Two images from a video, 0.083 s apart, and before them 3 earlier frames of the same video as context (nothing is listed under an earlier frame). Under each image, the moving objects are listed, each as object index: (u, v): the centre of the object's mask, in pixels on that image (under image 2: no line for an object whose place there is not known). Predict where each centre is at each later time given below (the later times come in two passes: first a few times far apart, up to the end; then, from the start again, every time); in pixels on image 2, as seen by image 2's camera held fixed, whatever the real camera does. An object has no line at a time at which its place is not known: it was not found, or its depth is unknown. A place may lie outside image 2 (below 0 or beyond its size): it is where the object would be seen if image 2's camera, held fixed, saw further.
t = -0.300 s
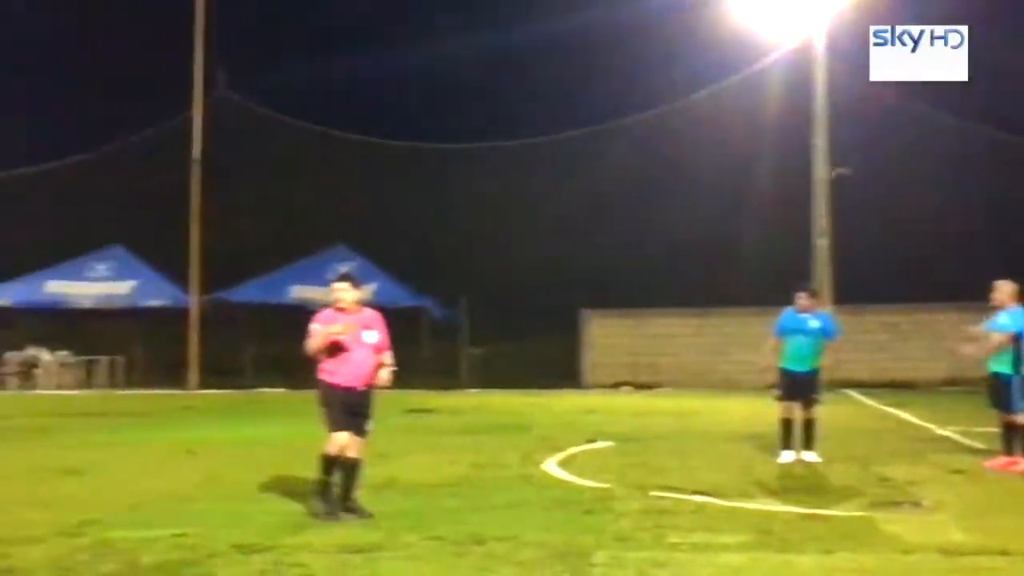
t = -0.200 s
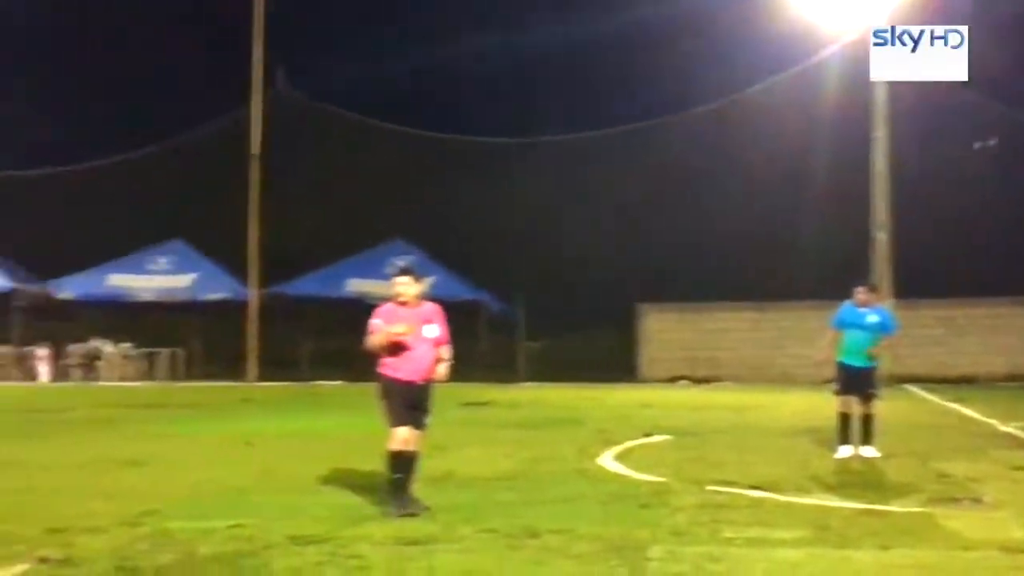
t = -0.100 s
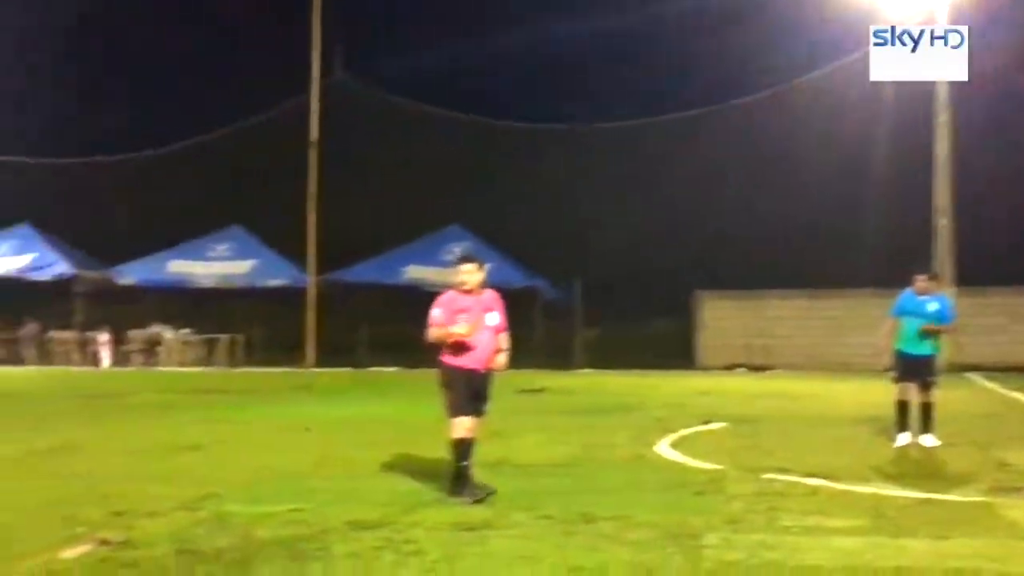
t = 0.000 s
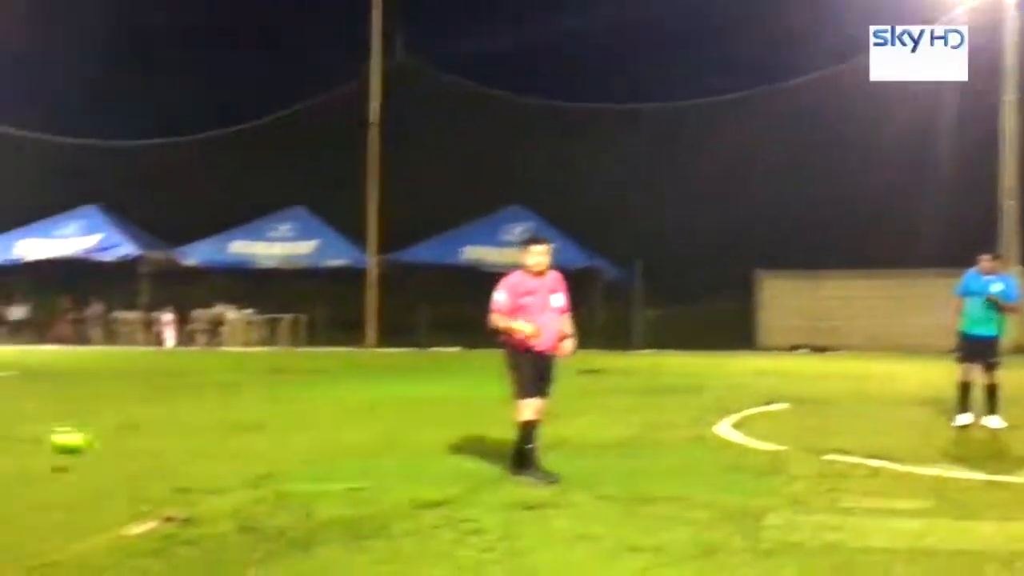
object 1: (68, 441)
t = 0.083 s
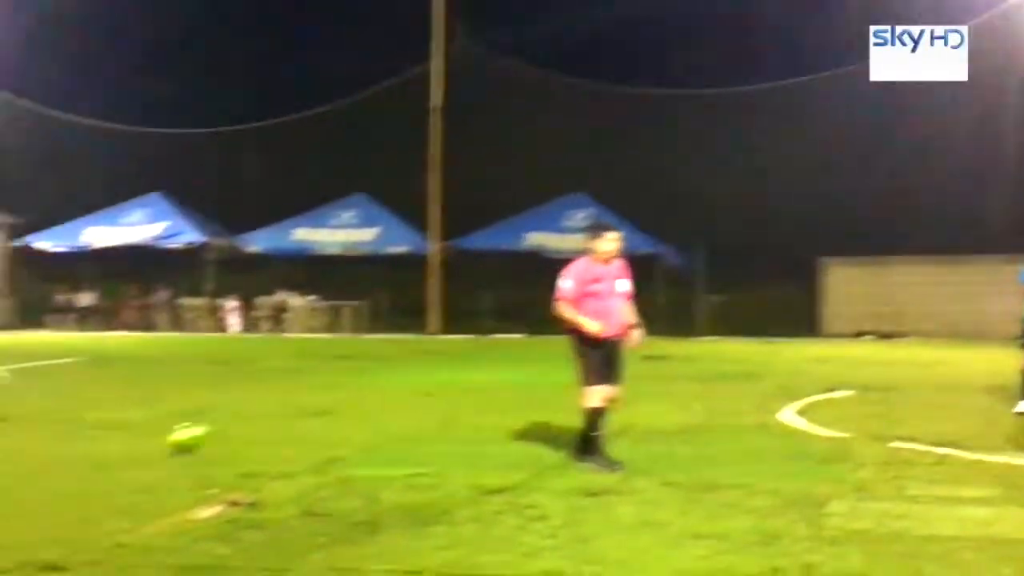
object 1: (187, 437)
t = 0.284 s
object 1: (300, 396)
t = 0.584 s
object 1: (456, 430)
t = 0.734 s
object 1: (525, 403)
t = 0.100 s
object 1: (198, 430)
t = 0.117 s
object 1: (207, 425)
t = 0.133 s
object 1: (217, 420)
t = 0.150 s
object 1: (228, 416)
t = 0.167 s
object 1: (237, 412)
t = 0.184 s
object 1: (247, 409)
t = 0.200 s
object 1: (255, 407)
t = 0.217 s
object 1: (263, 404)
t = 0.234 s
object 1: (273, 402)
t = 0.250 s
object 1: (284, 399)
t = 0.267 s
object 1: (293, 398)
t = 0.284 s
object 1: (300, 396)
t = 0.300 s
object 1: (310, 396)
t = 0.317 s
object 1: (321, 395)
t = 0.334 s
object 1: (330, 396)
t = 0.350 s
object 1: (338, 396)
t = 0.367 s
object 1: (345, 397)
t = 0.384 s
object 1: (354, 397)
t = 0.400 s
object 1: (364, 397)
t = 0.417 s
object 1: (373, 399)
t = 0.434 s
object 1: (382, 401)
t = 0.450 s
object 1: (391, 403)
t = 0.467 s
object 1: (399, 405)
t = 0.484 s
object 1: (408, 409)
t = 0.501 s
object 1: (415, 413)
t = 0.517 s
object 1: (423, 416)
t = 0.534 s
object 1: (431, 420)
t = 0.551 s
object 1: (439, 424)
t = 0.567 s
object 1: (448, 428)
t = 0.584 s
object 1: (456, 430)
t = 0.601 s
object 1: (464, 427)
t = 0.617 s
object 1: (471, 423)
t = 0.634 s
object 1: (479, 419)
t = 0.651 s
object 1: (486, 417)
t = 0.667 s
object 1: (493, 413)
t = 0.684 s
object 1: (501, 409)
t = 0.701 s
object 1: (510, 407)
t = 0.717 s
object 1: (518, 405)
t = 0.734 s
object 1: (525, 403)
